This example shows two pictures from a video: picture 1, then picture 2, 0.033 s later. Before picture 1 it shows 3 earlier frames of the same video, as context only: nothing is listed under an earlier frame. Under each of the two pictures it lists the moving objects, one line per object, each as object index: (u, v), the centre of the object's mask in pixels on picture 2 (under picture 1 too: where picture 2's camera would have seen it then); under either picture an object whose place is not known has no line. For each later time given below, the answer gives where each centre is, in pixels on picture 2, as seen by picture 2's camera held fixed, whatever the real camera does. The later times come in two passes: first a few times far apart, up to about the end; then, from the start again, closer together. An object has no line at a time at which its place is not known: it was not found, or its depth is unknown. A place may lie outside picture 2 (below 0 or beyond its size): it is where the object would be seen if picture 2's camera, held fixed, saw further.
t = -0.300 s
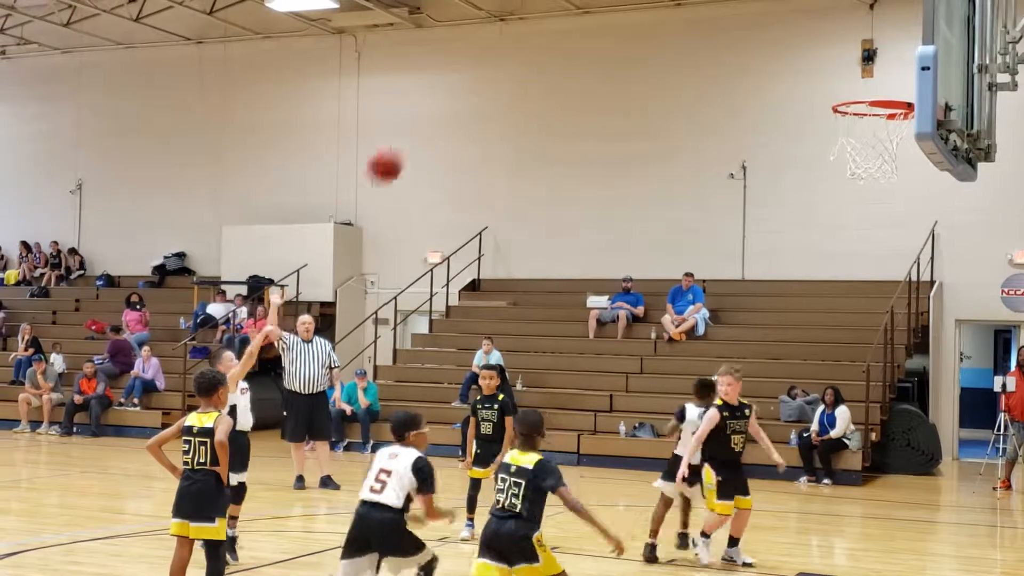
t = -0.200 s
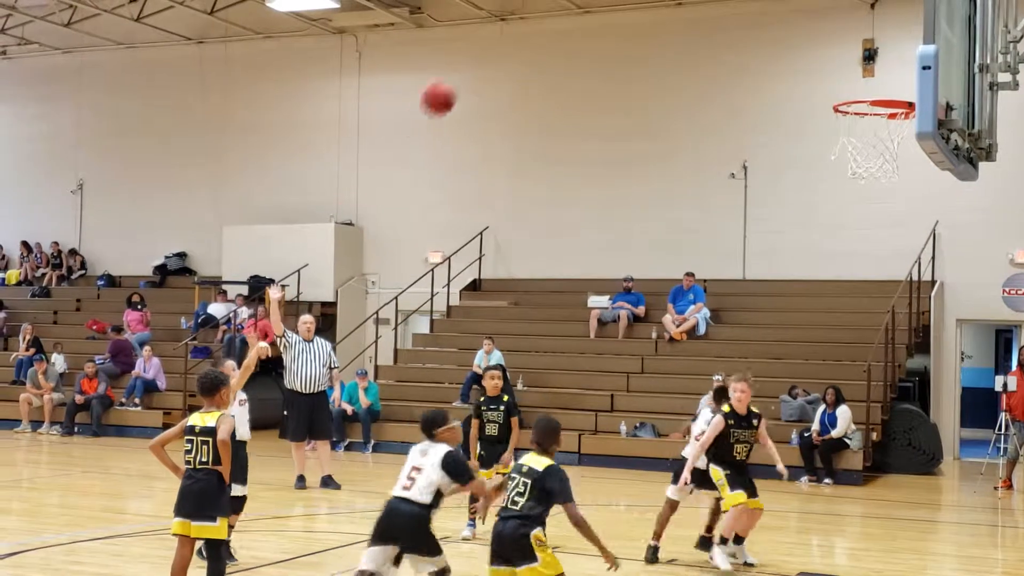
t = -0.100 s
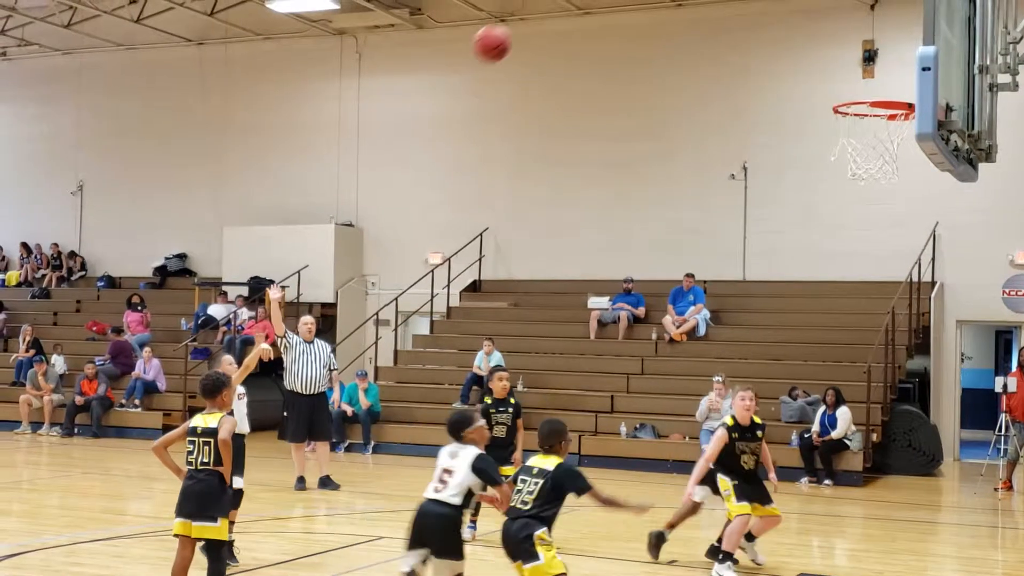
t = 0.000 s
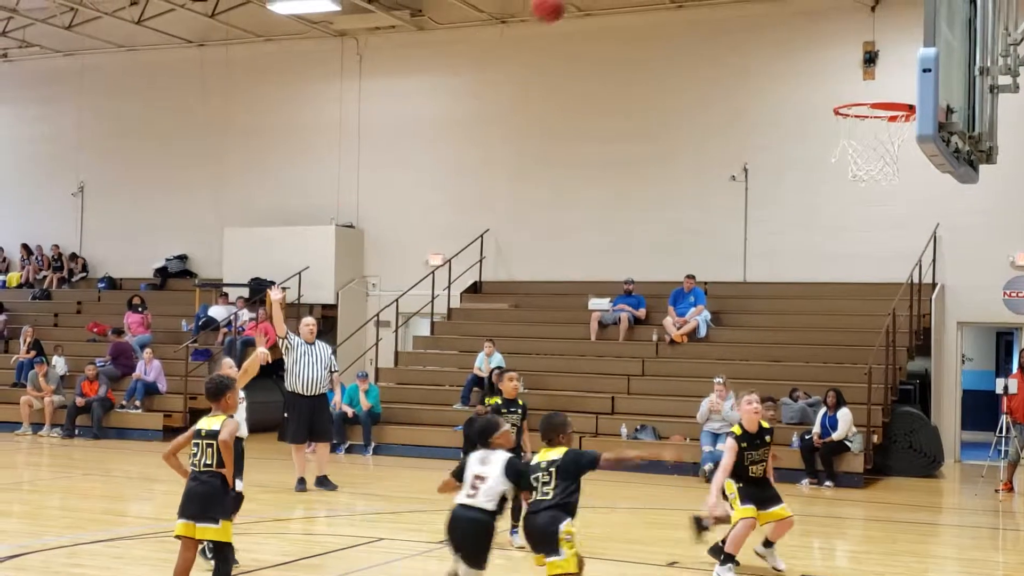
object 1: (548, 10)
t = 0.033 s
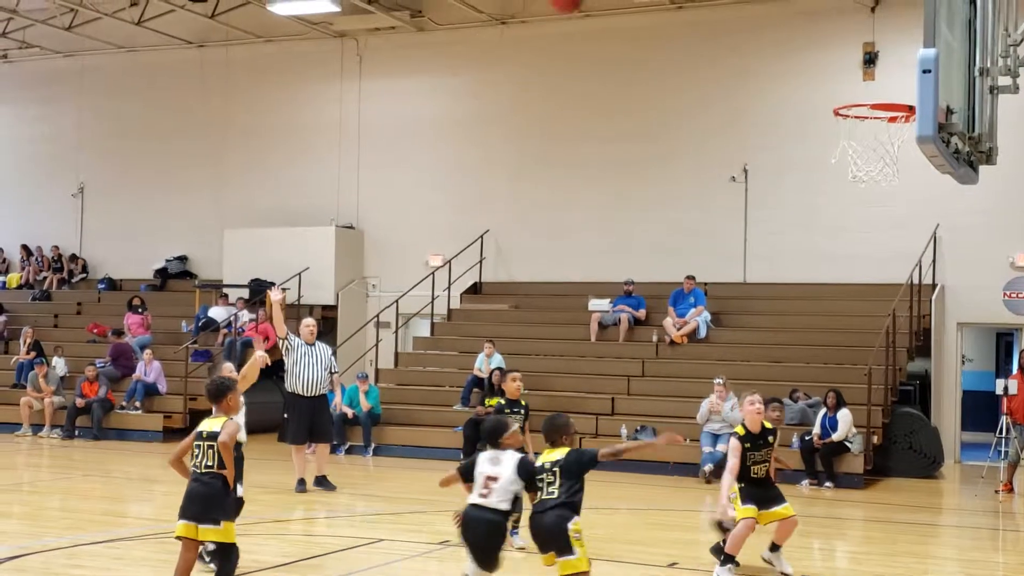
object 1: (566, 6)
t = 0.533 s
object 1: (864, 44)
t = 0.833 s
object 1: (904, -1)
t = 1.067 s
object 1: (871, -2)
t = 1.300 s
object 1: (836, 70)
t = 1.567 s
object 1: (807, 98)
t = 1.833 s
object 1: (778, 208)
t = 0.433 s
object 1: (801, 4)
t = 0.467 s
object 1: (822, 12)
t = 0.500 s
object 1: (842, 25)
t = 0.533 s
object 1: (864, 44)
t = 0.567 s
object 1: (883, 60)
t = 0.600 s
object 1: (901, 82)
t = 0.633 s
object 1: (907, 77)
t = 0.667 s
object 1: (911, 53)
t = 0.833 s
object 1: (904, -1)
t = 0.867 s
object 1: (899, -3)
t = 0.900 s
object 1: (894, -5)
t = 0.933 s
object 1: (890, -6)
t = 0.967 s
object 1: (884, -6)
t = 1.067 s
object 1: (871, -2)
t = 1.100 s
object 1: (866, 1)
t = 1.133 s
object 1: (860, 5)
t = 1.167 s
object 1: (856, 11)
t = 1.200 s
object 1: (851, 22)
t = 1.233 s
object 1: (846, 36)
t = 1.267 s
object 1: (840, 52)
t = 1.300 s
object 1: (836, 70)
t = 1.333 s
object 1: (830, 90)
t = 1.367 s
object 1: (827, 91)
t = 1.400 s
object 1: (824, 88)
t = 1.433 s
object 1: (821, 86)
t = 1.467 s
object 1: (818, 86)
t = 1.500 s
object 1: (814, 88)
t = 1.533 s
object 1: (811, 92)
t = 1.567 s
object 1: (807, 98)
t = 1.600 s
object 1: (804, 105)
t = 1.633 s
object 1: (800, 114)
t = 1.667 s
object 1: (797, 126)
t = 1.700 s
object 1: (793, 138)
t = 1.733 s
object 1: (789, 153)
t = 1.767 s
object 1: (786, 169)
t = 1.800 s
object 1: (781, 188)
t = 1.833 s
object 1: (778, 208)
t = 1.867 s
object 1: (774, 229)
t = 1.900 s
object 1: (771, 253)
